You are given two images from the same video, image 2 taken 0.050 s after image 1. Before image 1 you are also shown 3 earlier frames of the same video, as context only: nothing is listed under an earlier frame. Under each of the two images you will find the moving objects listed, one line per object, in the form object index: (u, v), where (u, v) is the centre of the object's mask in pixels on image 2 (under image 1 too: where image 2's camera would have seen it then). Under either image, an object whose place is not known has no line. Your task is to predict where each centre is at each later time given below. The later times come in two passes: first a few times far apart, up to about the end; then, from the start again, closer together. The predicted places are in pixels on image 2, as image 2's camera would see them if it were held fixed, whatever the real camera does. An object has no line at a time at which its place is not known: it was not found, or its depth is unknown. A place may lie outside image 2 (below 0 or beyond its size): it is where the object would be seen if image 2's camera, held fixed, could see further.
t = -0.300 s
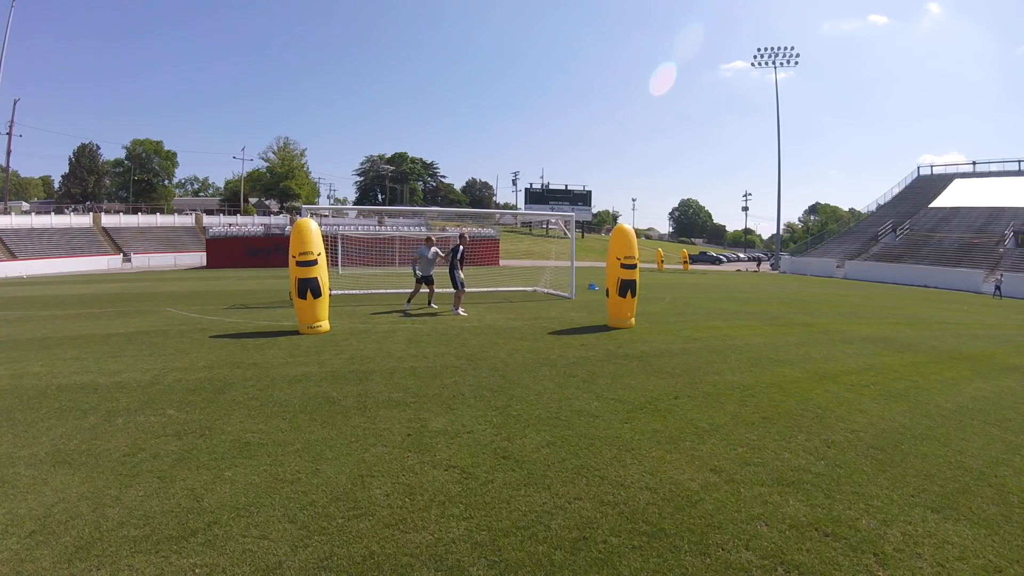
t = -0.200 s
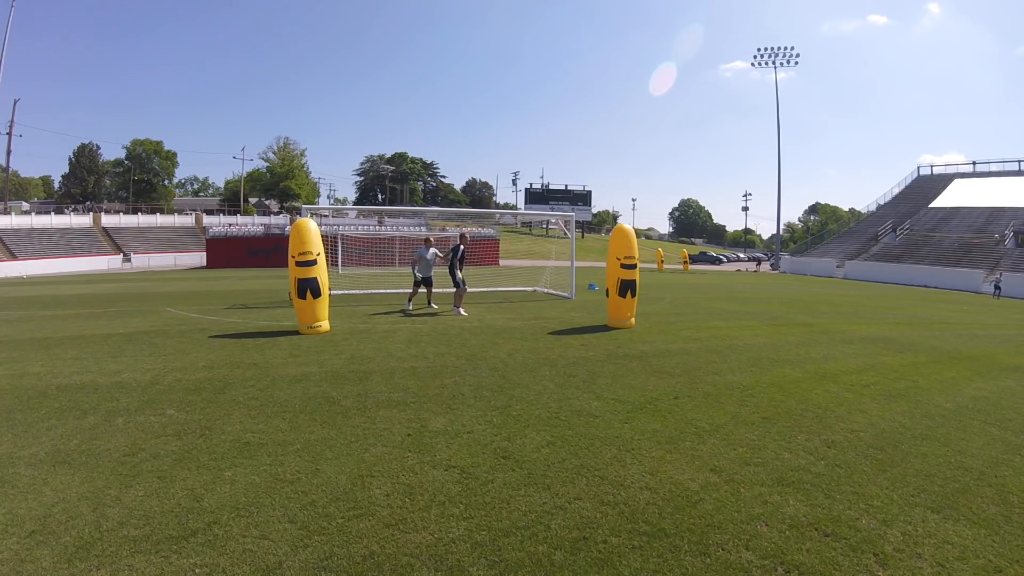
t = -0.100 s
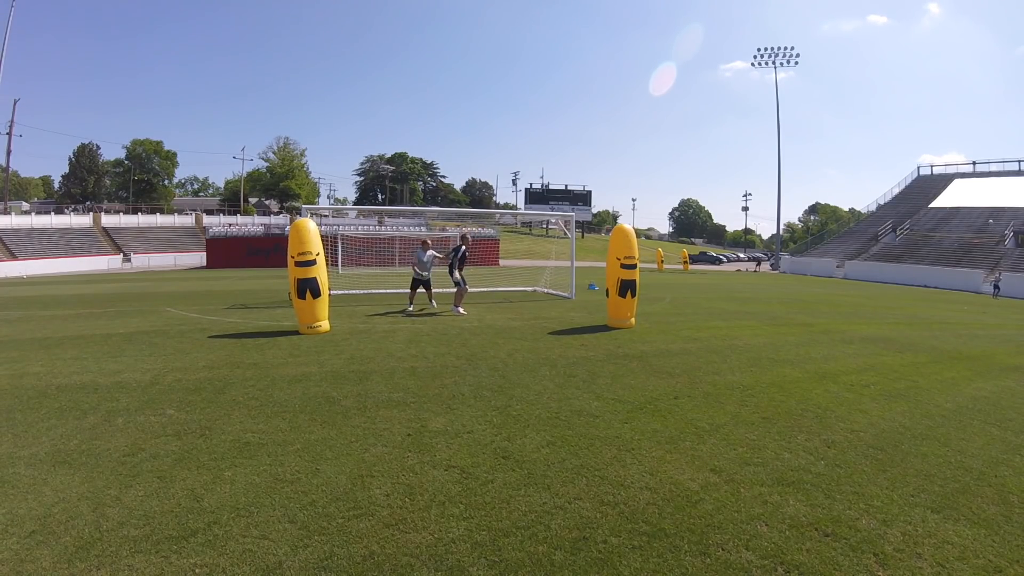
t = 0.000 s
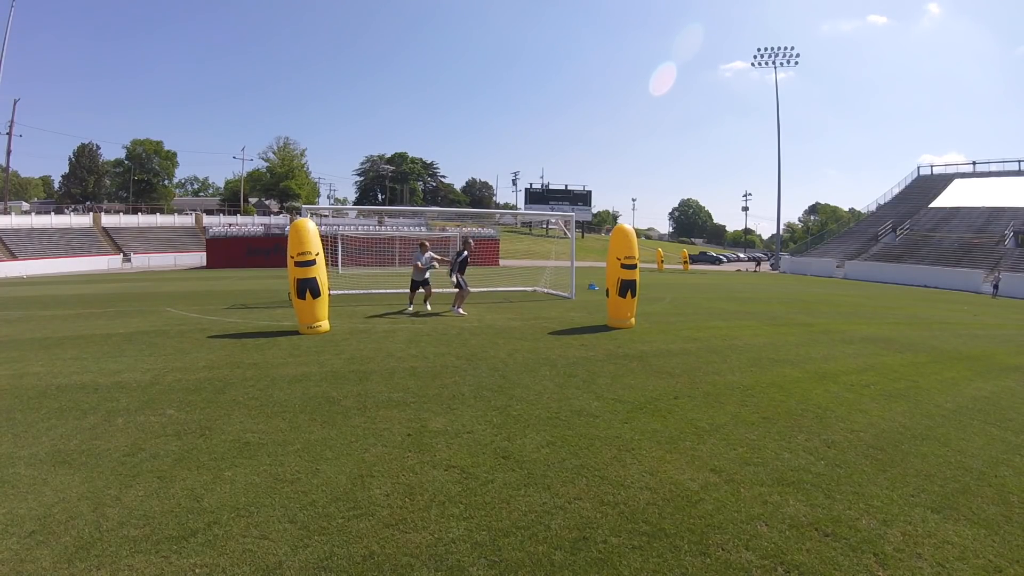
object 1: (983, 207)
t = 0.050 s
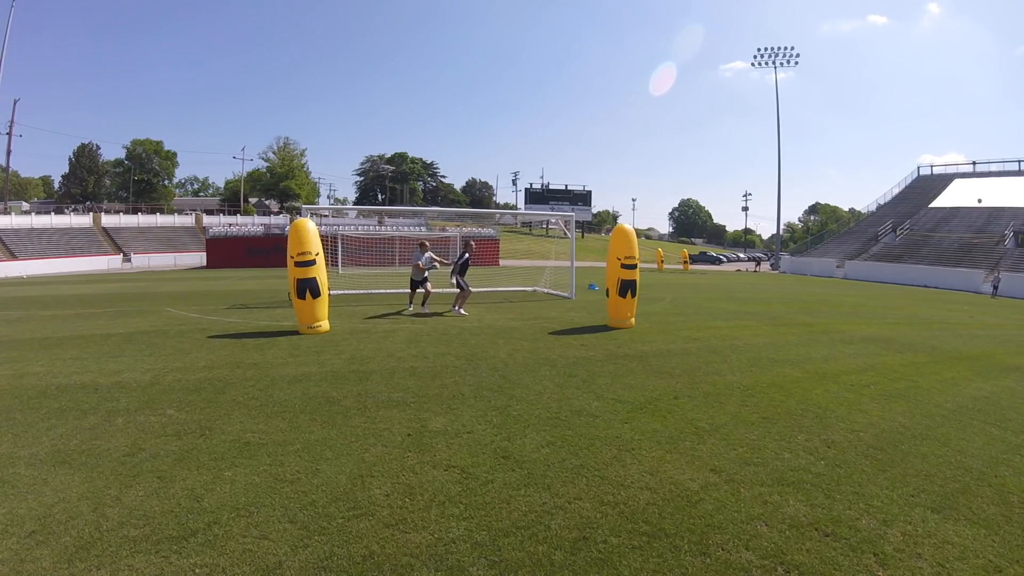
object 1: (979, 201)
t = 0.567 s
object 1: (907, 121)
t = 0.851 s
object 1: (829, 83)
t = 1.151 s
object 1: (680, 67)
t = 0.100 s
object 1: (975, 193)
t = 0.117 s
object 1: (973, 190)
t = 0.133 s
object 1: (972, 188)
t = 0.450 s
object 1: (930, 138)
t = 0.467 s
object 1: (927, 136)
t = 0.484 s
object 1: (924, 133)
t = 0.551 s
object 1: (911, 123)
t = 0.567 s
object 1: (907, 121)
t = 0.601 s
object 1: (901, 116)
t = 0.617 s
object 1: (897, 113)
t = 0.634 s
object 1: (893, 111)
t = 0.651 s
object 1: (889, 109)
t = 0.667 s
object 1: (884, 106)
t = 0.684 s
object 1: (880, 104)
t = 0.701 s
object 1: (876, 102)
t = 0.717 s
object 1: (871, 100)
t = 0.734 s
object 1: (867, 97)
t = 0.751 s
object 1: (862, 96)
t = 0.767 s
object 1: (857, 93)
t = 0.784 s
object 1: (852, 91)
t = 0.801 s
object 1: (846, 89)
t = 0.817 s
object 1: (841, 87)
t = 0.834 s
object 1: (835, 86)
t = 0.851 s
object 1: (829, 83)
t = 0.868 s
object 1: (823, 82)
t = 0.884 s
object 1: (817, 80)
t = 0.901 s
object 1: (810, 78)
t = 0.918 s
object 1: (804, 77)
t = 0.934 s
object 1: (796, 76)
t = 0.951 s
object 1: (790, 74)
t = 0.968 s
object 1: (782, 73)
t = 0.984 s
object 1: (775, 72)
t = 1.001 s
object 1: (766, 71)
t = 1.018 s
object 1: (758, 70)
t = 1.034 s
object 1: (749, 69)
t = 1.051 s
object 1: (741, 68)
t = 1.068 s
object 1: (731, 68)
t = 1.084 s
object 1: (722, 67)
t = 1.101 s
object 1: (712, 67)
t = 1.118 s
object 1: (702, 67)
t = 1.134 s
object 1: (691, 67)
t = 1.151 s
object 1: (680, 67)
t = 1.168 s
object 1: (669, 68)
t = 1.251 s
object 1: (606, 74)
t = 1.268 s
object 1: (592, 76)
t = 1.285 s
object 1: (578, 79)
